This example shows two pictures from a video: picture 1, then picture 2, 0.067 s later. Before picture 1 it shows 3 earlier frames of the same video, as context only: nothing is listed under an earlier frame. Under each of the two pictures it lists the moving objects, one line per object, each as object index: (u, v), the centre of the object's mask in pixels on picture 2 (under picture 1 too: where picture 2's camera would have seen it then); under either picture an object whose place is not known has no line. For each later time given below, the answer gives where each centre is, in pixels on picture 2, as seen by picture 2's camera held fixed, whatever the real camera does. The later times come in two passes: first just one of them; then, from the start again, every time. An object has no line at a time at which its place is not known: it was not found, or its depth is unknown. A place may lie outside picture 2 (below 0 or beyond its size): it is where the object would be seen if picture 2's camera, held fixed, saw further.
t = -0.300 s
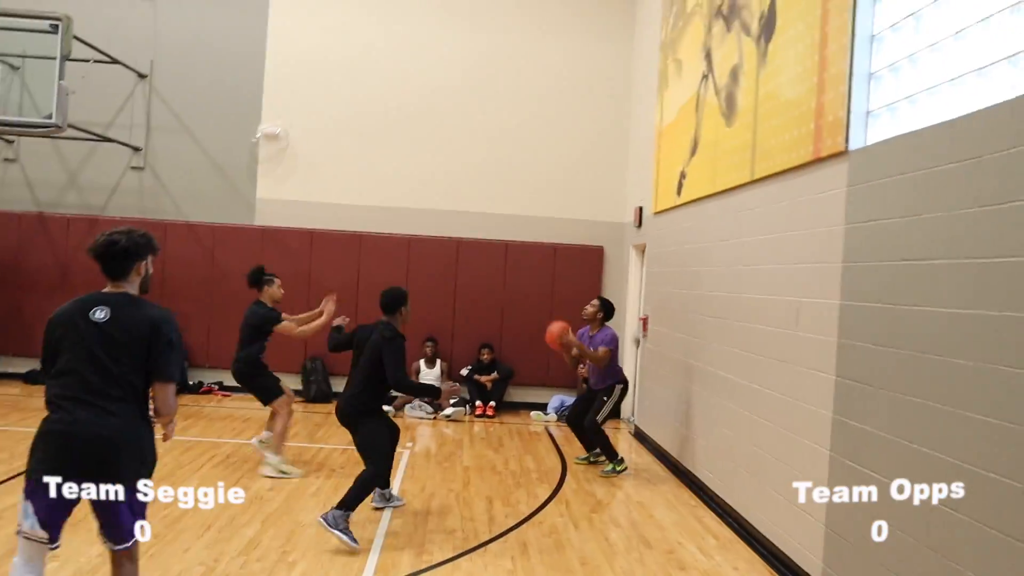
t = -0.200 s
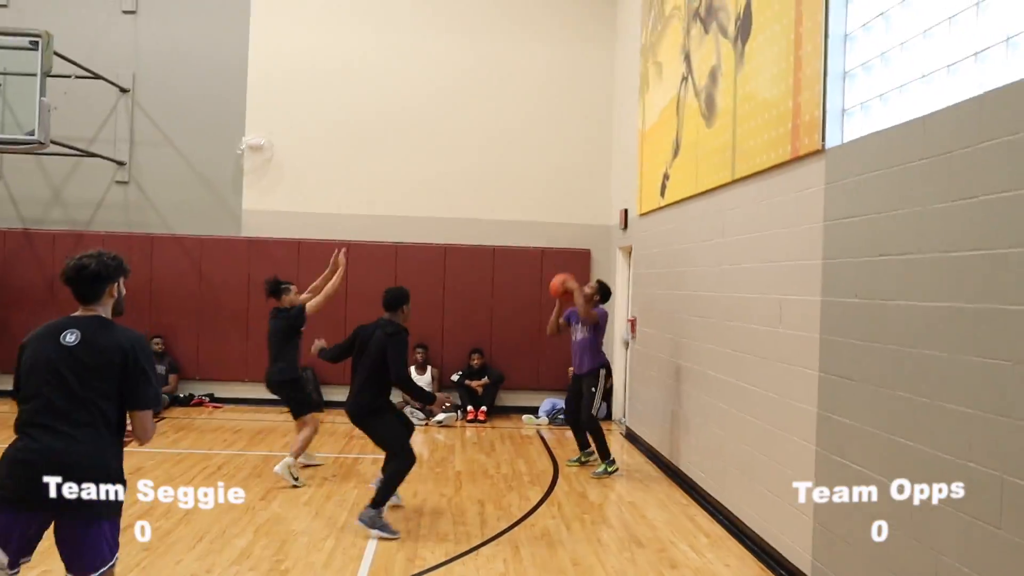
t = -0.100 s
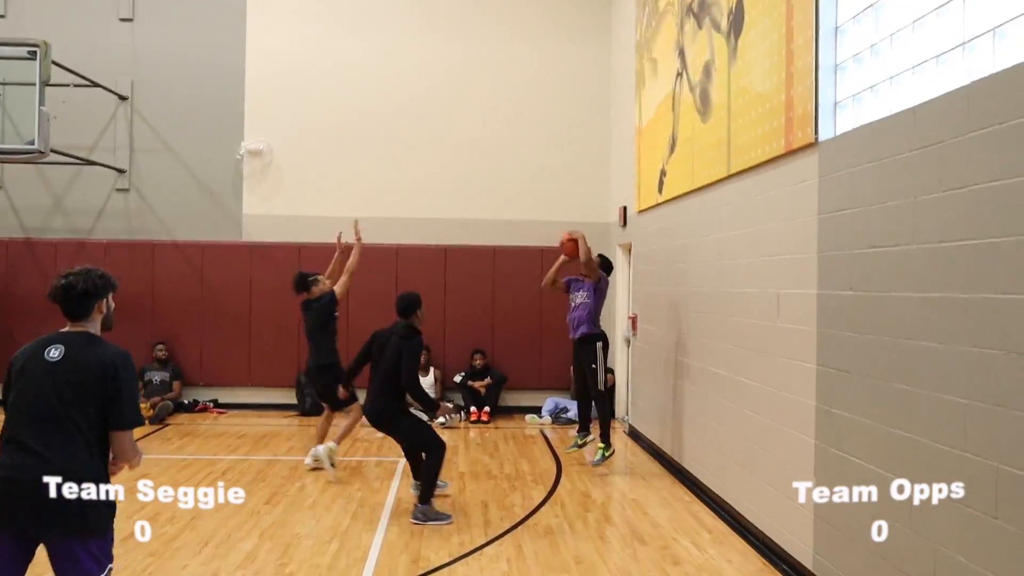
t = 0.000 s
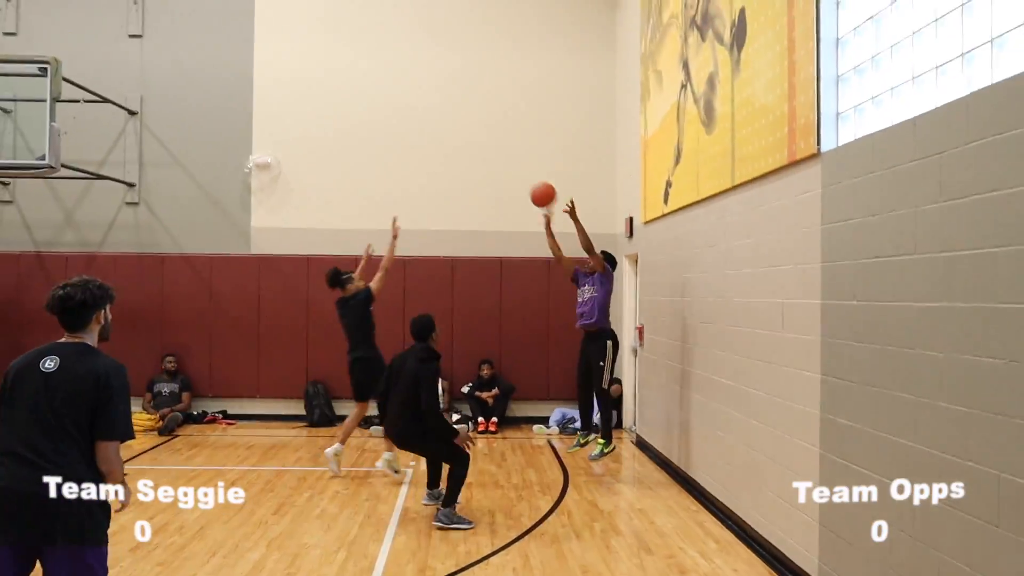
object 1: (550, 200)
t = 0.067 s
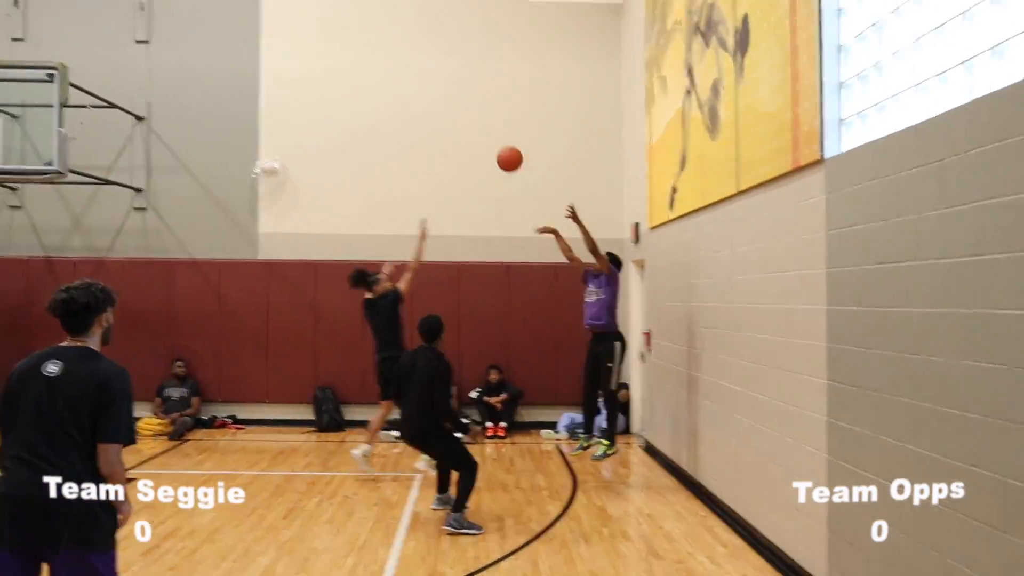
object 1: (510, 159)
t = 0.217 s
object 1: (423, 84)
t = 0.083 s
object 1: (499, 149)
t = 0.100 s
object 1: (490, 140)
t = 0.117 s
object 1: (480, 131)
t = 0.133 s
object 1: (470, 123)
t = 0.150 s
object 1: (461, 114)
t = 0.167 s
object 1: (451, 106)
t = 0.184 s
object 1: (442, 99)
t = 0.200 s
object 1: (432, 92)
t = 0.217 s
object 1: (423, 84)
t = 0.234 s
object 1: (413, 77)
